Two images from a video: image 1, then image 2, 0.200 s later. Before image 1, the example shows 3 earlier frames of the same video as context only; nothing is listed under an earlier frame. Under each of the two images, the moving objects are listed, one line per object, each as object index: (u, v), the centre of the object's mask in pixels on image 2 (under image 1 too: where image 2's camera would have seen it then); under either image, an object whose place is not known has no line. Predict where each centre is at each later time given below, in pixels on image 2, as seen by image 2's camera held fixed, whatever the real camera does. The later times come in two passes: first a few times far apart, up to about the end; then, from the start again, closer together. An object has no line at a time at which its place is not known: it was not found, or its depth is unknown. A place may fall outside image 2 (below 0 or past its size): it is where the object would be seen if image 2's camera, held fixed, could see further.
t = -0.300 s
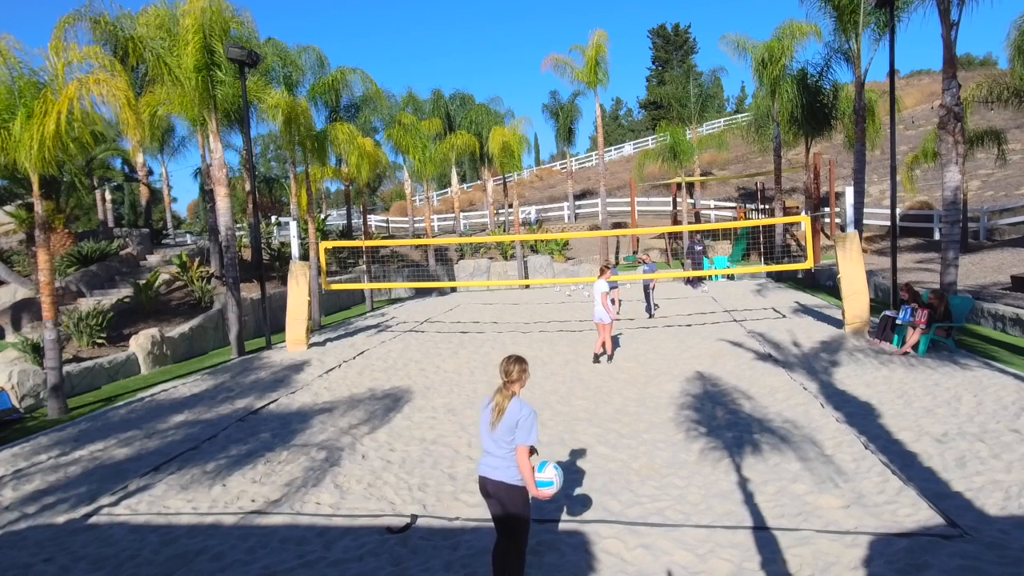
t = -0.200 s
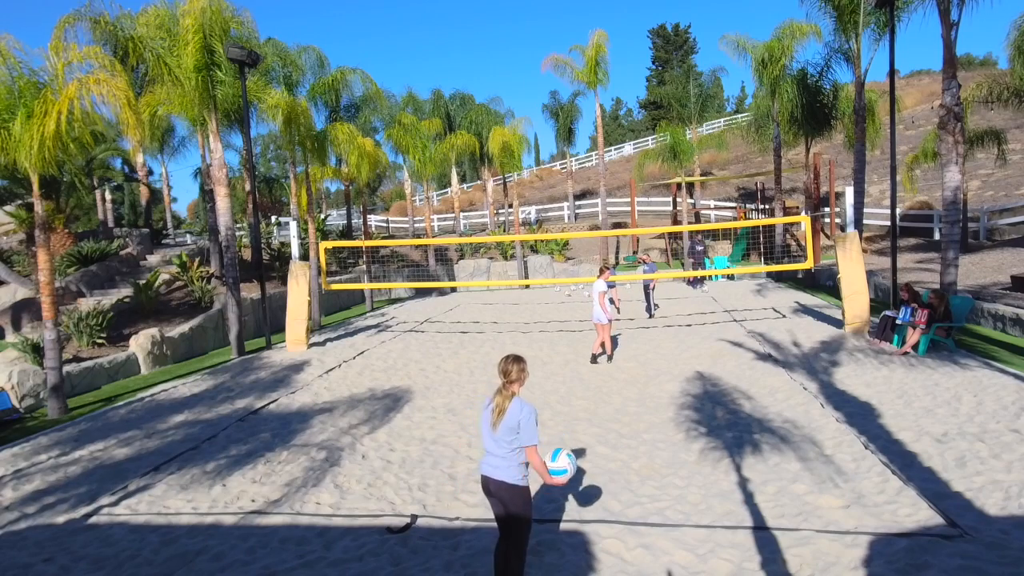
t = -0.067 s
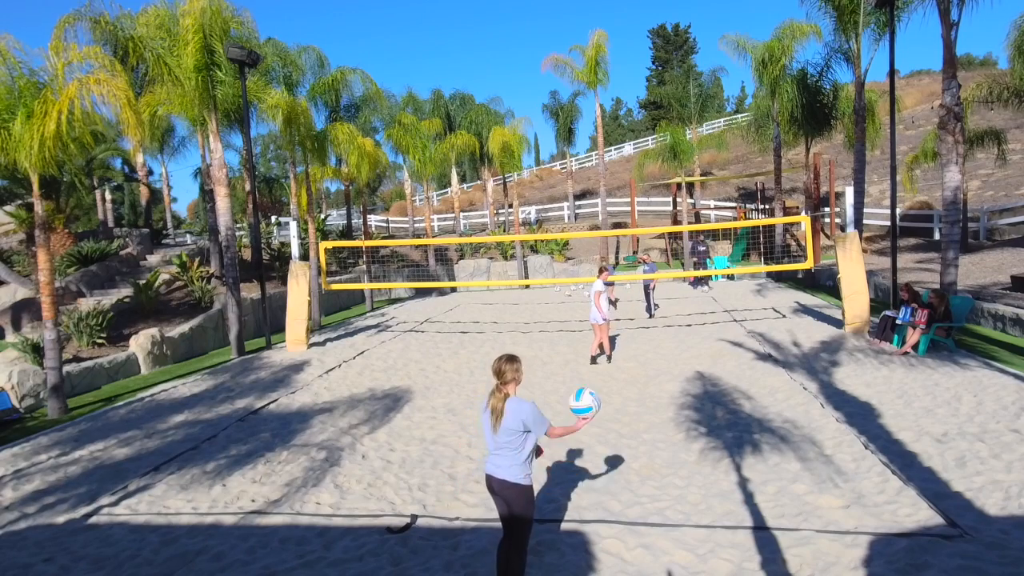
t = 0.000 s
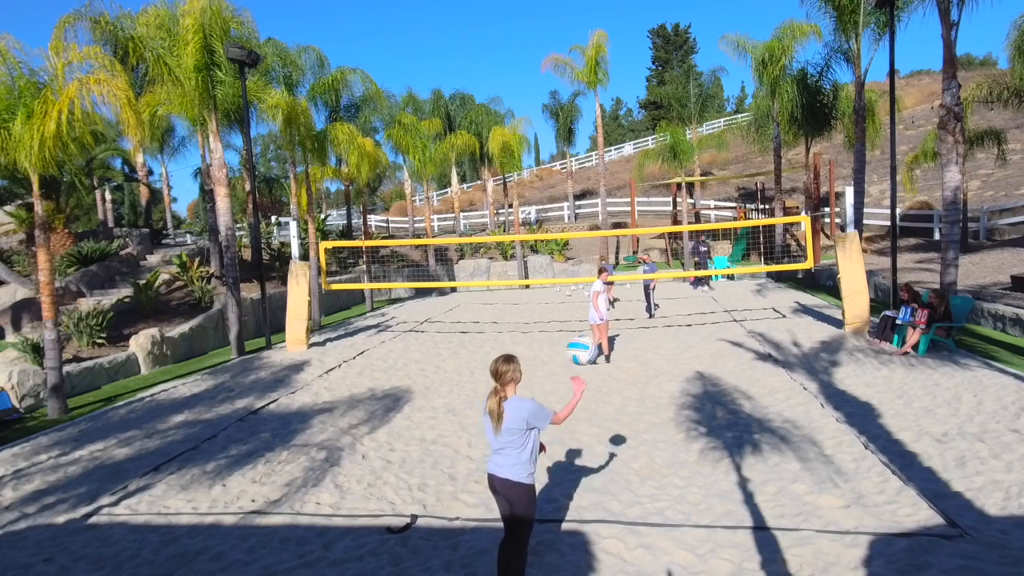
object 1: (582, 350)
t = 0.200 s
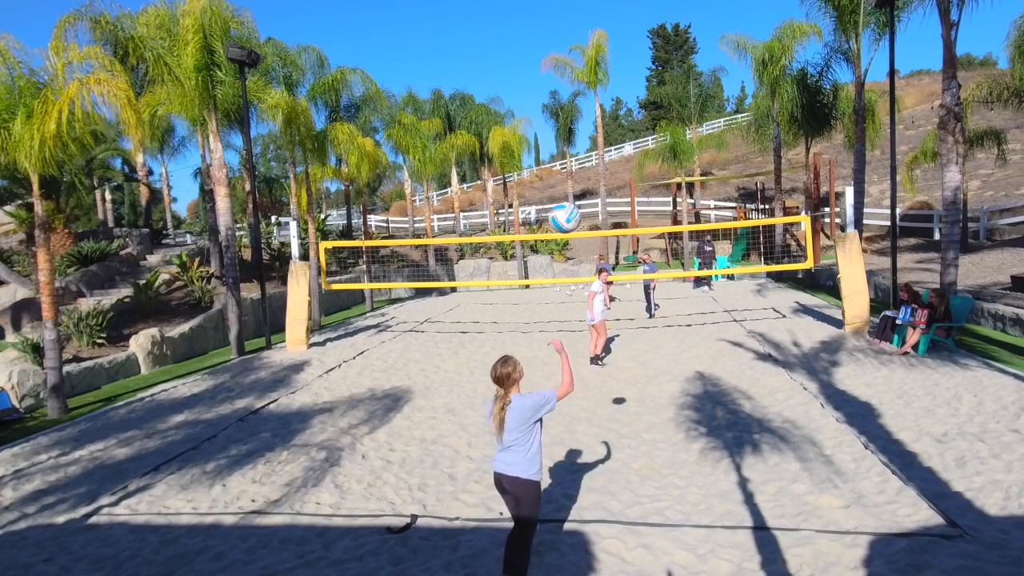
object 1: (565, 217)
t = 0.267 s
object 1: (559, 185)
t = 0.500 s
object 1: (543, 123)
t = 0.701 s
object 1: (533, 130)
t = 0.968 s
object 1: (526, 224)
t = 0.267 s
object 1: (559, 185)
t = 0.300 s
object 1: (557, 171)
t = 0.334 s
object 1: (554, 160)
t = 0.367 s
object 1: (552, 150)
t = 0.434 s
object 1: (548, 133)
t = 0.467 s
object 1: (546, 127)
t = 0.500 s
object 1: (543, 123)
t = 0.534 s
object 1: (542, 120)
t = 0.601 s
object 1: (538, 119)
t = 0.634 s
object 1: (536, 121)
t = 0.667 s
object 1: (535, 125)
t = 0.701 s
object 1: (533, 130)
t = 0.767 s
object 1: (531, 145)
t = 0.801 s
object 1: (529, 155)
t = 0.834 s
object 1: (528, 166)
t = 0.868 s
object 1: (527, 178)
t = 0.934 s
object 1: (526, 208)
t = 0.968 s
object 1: (526, 224)
